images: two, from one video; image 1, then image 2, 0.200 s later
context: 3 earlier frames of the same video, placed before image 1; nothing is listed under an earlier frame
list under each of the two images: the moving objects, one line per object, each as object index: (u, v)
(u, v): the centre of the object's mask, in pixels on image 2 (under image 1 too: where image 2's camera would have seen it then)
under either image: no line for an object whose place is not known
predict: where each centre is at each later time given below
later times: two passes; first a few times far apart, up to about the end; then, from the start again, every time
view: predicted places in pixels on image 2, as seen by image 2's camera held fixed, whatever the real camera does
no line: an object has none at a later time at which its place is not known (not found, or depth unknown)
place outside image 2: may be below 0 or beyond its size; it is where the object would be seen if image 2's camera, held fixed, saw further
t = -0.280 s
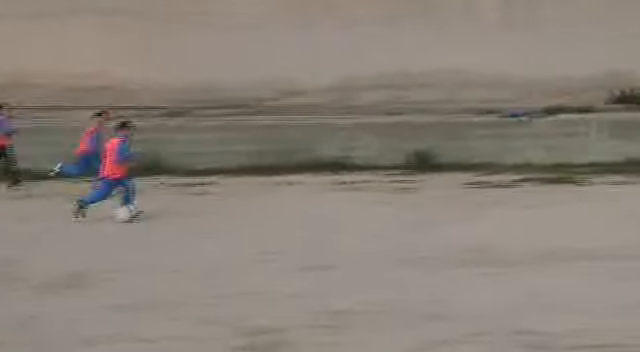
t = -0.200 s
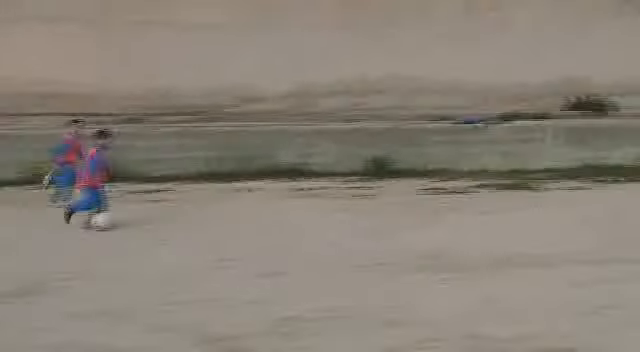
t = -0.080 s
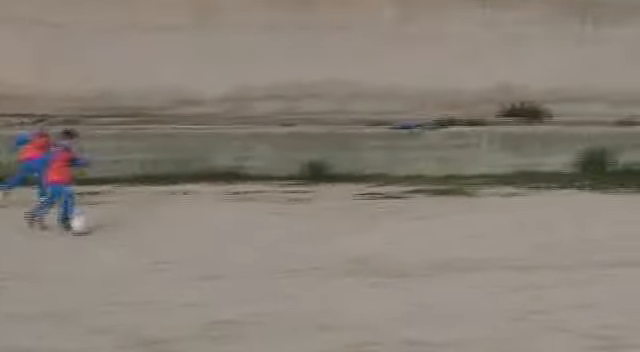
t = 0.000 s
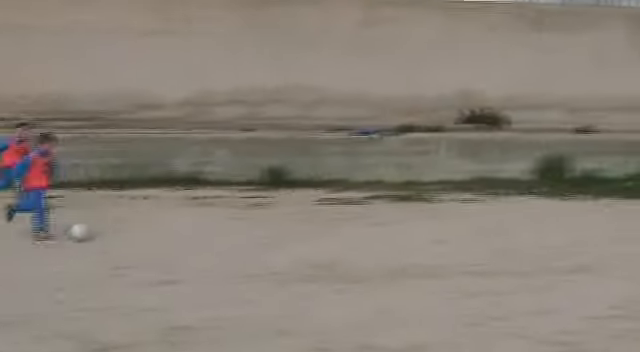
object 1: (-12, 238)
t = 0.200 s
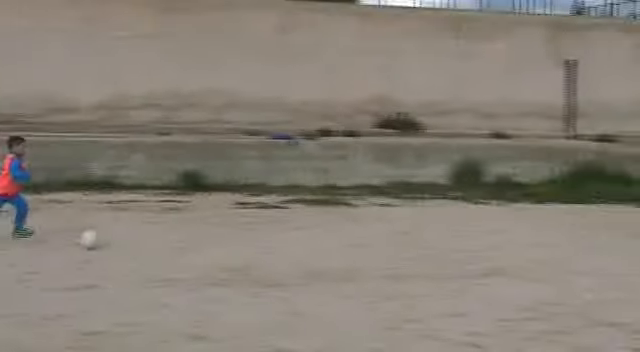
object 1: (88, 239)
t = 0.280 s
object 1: (119, 236)
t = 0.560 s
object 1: (225, 244)
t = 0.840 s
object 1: (329, 247)
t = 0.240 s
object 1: (105, 238)
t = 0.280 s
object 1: (119, 236)
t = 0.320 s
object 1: (134, 235)
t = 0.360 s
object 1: (149, 235)
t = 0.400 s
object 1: (165, 237)
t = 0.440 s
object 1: (179, 241)
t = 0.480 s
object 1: (194, 243)
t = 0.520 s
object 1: (209, 243)
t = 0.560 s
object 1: (225, 244)
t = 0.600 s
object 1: (238, 245)
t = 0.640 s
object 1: (254, 244)
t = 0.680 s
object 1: (270, 245)
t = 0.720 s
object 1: (285, 246)
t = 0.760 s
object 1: (300, 246)
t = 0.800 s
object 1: (314, 247)
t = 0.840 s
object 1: (329, 247)
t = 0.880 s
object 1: (342, 247)
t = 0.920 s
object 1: (355, 246)
